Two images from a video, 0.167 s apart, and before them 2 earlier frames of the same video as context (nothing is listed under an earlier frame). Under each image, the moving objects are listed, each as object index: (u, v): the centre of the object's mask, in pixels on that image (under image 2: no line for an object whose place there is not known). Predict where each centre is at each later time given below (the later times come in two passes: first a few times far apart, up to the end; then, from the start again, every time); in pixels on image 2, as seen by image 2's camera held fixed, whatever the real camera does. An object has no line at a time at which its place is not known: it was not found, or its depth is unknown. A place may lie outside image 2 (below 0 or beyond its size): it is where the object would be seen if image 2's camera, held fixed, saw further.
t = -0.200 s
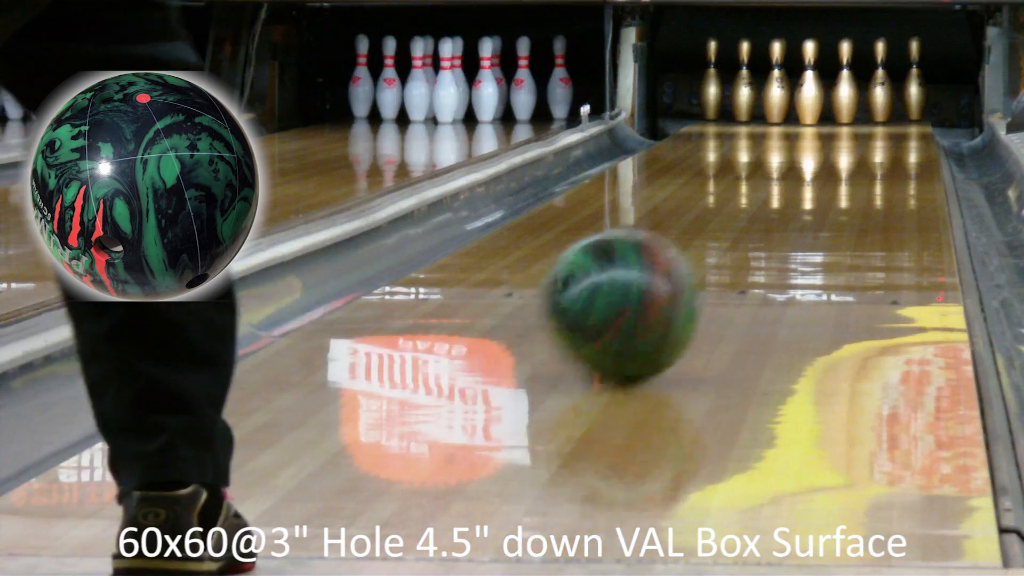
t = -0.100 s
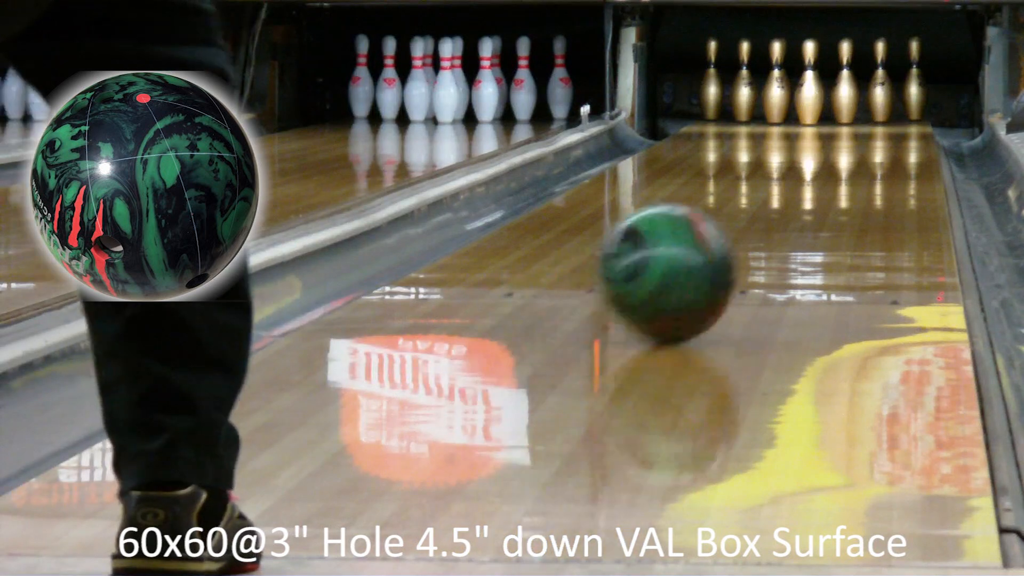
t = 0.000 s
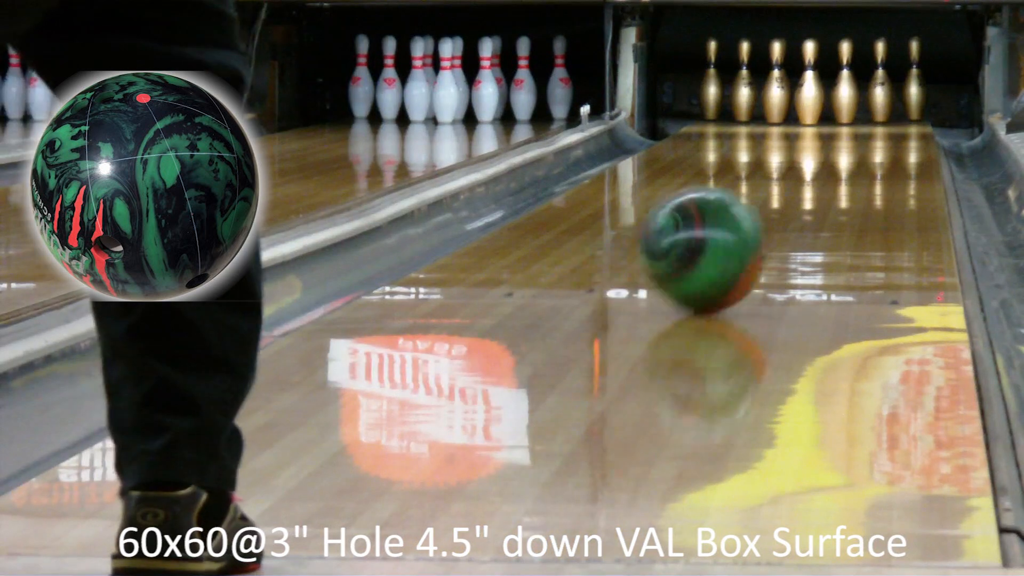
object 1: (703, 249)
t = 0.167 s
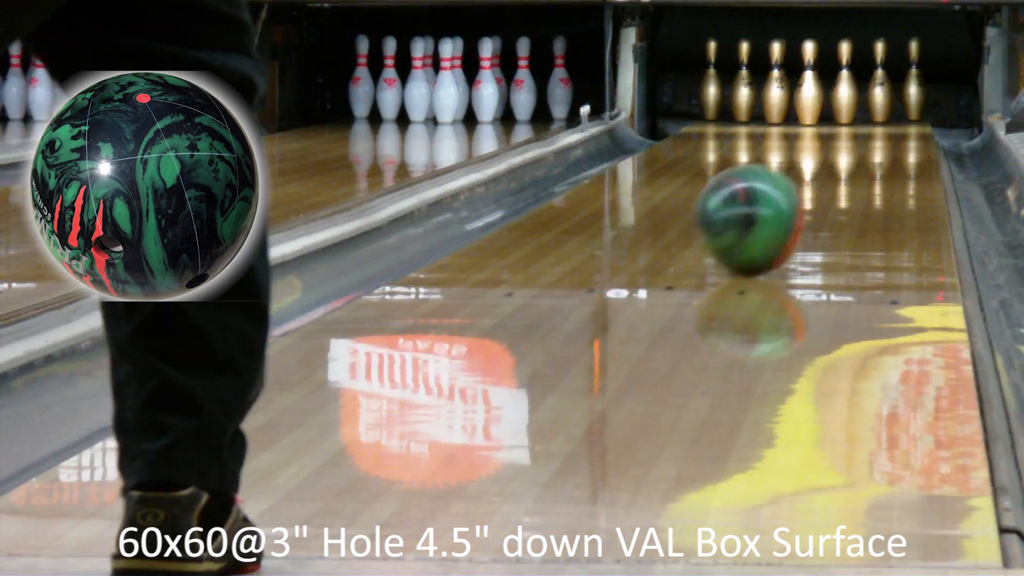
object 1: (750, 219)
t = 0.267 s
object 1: (774, 204)
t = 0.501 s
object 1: (816, 176)
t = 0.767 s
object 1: (846, 151)
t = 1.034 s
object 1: (865, 133)
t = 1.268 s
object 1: (872, 121)
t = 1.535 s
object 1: (858, 111)
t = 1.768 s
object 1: (829, 102)
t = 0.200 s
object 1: (759, 214)
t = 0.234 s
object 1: (767, 209)
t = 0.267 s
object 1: (774, 204)
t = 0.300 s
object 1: (780, 200)
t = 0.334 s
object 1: (786, 196)
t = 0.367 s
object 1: (792, 192)
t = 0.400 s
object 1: (799, 187)
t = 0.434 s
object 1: (805, 183)
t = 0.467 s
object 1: (811, 180)
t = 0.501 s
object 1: (816, 176)
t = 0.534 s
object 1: (820, 173)
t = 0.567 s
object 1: (823, 170)
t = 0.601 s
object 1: (828, 166)
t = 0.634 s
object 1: (833, 163)
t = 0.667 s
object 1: (835, 160)
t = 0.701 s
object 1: (839, 157)
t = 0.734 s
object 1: (843, 154)
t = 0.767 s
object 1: (846, 151)
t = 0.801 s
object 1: (848, 149)
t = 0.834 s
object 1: (851, 146)
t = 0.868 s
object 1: (855, 143)
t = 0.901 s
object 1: (857, 141)
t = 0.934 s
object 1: (860, 139)
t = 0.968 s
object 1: (861, 137)
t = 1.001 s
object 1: (863, 135)
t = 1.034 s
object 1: (865, 133)
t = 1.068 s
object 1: (867, 131)
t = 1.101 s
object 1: (869, 129)
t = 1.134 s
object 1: (870, 127)
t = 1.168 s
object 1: (871, 126)
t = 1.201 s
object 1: (871, 124)
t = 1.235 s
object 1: (872, 122)
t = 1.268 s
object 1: (872, 121)
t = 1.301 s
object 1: (871, 120)
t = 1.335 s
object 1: (871, 118)
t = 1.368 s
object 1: (869, 117)
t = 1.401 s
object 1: (867, 116)
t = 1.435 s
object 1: (865, 114)
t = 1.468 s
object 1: (863, 113)
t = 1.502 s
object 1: (861, 112)
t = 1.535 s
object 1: (858, 111)
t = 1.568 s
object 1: (853, 110)
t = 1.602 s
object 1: (848, 110)
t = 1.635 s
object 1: (847, 107)
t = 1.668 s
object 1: (844, 106)
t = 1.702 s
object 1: (839, 105)
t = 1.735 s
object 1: (835, 103)
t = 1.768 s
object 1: (829, 102)
